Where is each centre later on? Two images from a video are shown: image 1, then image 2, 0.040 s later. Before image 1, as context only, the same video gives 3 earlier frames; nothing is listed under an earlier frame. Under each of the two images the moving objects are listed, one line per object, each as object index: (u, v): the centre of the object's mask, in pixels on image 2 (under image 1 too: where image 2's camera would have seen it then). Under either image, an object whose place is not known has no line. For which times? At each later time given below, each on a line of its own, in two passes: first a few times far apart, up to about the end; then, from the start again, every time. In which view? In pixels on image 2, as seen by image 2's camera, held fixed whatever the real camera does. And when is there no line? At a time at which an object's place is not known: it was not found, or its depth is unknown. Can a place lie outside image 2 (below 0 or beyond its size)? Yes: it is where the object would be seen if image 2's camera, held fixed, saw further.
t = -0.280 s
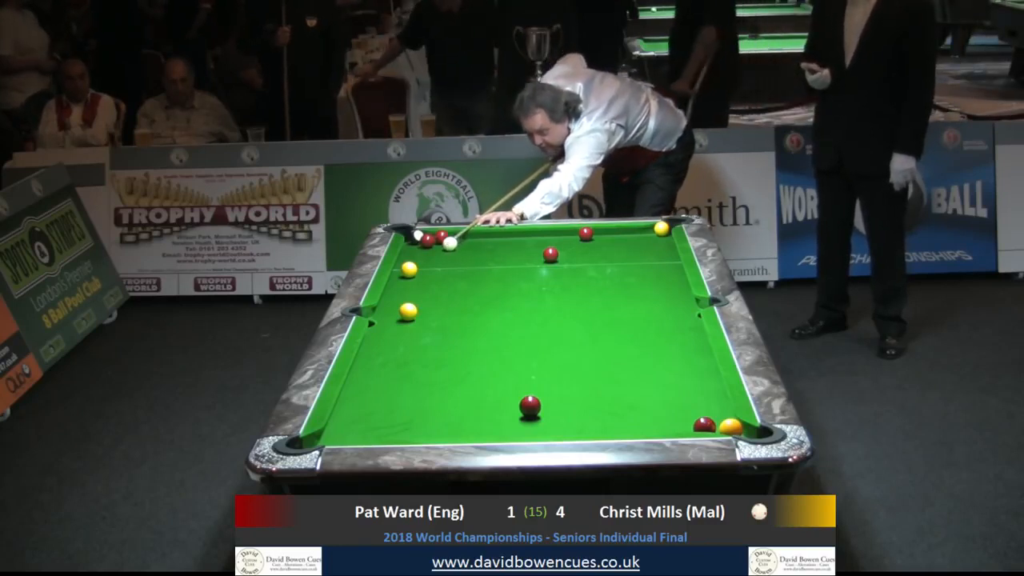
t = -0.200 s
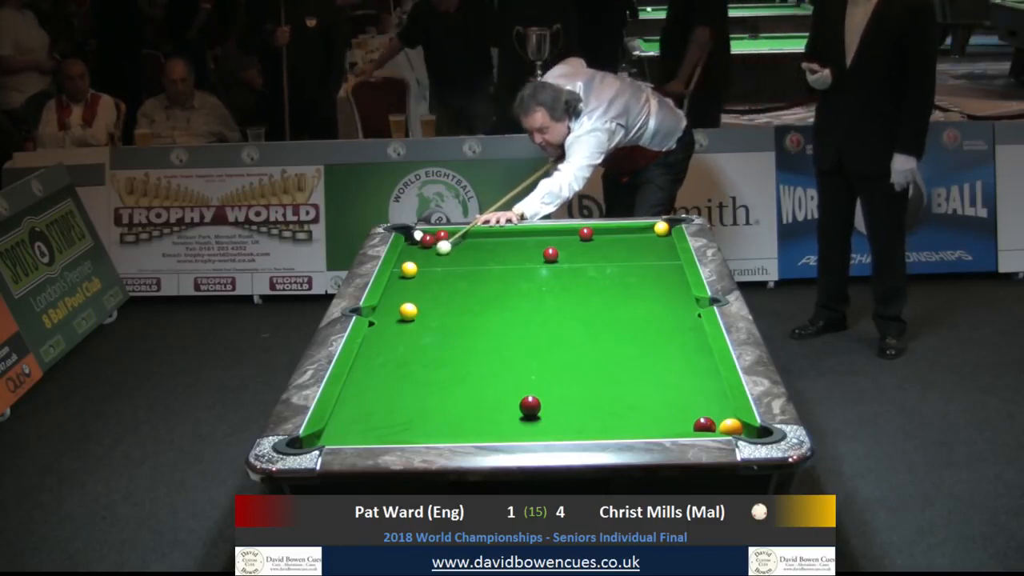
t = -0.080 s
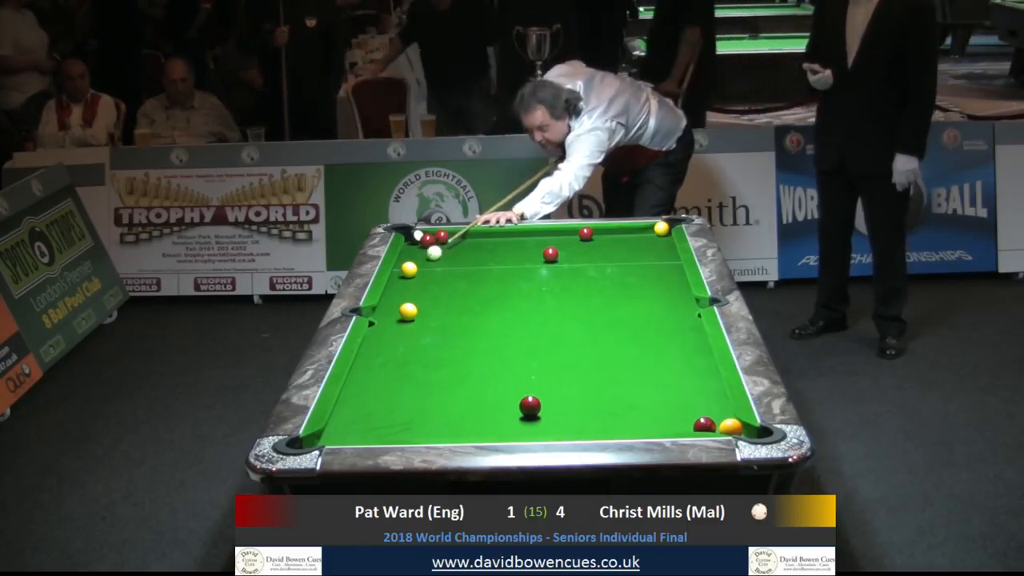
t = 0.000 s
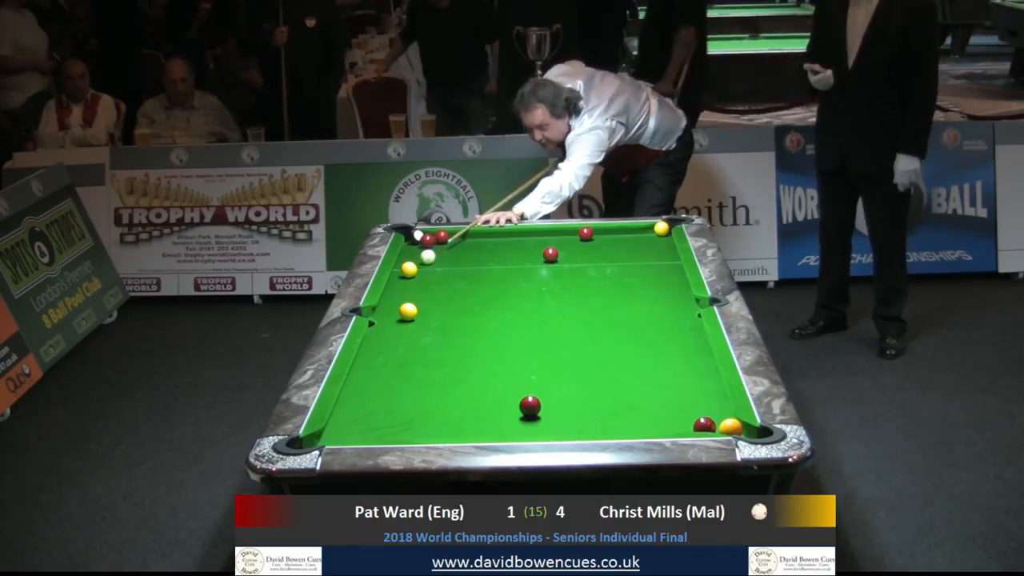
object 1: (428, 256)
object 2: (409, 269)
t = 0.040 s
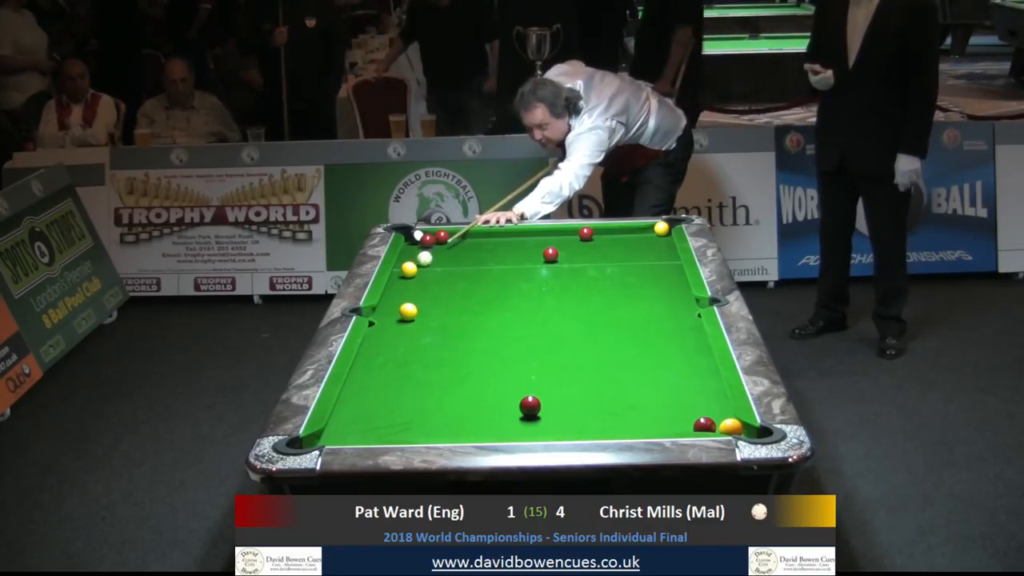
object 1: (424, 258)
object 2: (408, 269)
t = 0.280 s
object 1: (410, 263)
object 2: (405, 273)
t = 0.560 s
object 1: (402, 265)
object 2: (399, 280)
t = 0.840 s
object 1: (406, 267)
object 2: (393, 287)
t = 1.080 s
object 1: (409, 267)
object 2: (393, 291)
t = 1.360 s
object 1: (409, 267)
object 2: (394, 296)
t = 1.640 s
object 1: (409, 267)
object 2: (394, 301)
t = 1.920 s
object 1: (409, 267)
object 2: (394, 305)
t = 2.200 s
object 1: (409, 267)
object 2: (394, 308)
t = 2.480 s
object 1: (410, 267)
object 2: (393, 310)
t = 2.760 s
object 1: (409, 267)
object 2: (391, 310)
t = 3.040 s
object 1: (410, 267)
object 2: (391, 311)
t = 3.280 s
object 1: (410, 267)
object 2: (391, 311)
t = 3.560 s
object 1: (409, 267)
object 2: (391, 311)
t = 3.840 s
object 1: (409, 267)
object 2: (391, 311)
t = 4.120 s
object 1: (409, 267)
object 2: (391, 311)
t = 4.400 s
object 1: (409, 267)
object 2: (391, 311)
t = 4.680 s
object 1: (409, 267)
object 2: (391, 310)
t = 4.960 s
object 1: (409, 267)
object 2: (391, 310)
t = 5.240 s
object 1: (409, 267)
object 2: (391, 310)
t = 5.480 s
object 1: (410, 267)
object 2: (391, 310)
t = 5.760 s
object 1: (409, 267)
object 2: (391, 310)
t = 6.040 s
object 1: (410, 267)
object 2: (391, 310)
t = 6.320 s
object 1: (410, 267)
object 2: (391, 310)
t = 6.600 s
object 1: (410, 267)
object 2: (391, 311)
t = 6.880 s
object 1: (410, 267)
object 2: (391, 311)
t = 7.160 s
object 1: (410, 267)
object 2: (391, 311)
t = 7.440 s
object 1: (410, 267)
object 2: (391, 311)
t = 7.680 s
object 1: (410, 267)
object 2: (391, 311)
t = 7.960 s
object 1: (410, 267)
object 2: (391, 311)
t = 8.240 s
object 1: (410, 267)
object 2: (391, 311)
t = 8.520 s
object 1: (410, 267)
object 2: (391, 311)
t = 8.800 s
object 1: (410, 267)
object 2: (391, 311)
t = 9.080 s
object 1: (410, 267)
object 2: (391, 311)
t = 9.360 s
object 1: (410, 267)
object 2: (391, 311)
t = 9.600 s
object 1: (410, 267)
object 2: (391, 311)
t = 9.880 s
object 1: (410, 267)
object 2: (391, 311)
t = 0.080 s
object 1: (422, 260)
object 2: (408, 269)
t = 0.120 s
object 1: (419, 261)
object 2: (408, 270)
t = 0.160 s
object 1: (416, 261)
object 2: (408, 270)
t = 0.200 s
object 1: (414, 262)
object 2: (407, 271)
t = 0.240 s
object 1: (412, 263)
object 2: (406, 272)
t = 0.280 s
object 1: (410, 263)
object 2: (405, 273)
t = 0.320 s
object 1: (408, 263)
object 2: (405, 274)
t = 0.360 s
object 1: (406, 263)
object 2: (404, 275)
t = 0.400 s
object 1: (404, 264)
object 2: (403, 276)
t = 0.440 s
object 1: (403, 264)
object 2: (402, 277)
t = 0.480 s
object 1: (402, 265)
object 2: (401, 278)
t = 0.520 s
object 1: (401, 265)
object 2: (400, 278)
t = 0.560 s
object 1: (402, 265)
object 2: (399, 280)
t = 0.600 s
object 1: (402, 266)
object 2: (398, 281)
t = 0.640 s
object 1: (403, 267)
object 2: (397, 282)
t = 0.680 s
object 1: (404, 267)
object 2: (396, 283)
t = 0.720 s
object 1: (405, 267)
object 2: (396, 284)
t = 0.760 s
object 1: (405, 267)
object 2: (395, 285)
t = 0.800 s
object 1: (406, 267)
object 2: (394, 286)
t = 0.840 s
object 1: (406, 267)
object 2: (393, 287)
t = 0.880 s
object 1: (407, 267)
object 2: (393, 287)
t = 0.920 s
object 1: (407, 267)
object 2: (393, 288)
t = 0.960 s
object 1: (408, 267)
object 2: (393, 289)
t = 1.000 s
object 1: (408, 267)
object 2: (393, 290)
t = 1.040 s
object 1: (409, 267)
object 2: (393, 291)
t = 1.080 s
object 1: (409, 267)
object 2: (393, 291)
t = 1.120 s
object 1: (409, 267)
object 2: (393, 292)
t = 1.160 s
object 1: (409, 267)
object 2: (394, 293)
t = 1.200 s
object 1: (409, 267)
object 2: (394, 293)
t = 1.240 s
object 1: (409, 267)
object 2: (394, 294)
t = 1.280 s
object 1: (409, 267)
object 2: (394, 295)
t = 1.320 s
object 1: (410, 267)
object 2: (394, 295)
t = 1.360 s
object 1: (409, 267)
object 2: (394, 296)
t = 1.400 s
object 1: (409, 267)
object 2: (394, 297)
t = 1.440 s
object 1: (409, 267)
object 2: (394, 298)
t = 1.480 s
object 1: (409, 267)
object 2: (394, 298)
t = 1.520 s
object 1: (409, 267)
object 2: (394, 299)
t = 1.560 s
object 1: (409, 267)
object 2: (394, 299)
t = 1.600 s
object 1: (409, 267)
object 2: (394, 300)
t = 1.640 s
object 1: (409, 267)
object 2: (394, 301)
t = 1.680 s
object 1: (409, 267)
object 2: (394, 301)
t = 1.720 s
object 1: (409, 267)
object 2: (394, 302)
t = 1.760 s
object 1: (409, 267)
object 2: (394, 303)
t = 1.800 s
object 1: (409, 267)
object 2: (394, 303)
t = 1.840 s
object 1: (409, 267)
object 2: (394, 304)
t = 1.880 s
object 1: (409, 267)
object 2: (394, 304)
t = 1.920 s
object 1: (409, 267)
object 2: (394, 305)
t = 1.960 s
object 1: (409, 267)
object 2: (394, 305)
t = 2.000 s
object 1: (409, 267)
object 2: (395, 306)
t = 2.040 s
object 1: (409, 267)
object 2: (395, 306)
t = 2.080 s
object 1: (409, 267)
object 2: (395, 307)
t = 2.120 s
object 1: (409, 267)
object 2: (395, 307)
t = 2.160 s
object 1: (409, 267)
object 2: (394, 307)
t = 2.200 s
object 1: (409, 267)
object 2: (394, 308)
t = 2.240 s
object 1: (409, 267)
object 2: (394, 308)
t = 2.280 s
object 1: (409, 267)
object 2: (394, 309)
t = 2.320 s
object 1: (409, 267)
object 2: (394, 309)
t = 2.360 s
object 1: (409, 267)
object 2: (394, 309)
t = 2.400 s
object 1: (409, 267)
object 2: (393, 309)
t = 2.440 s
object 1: (409, 267)
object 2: (393, 309)
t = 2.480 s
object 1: (410, 267)
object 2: (393, 310)
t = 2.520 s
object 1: (409, 267)
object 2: (392, 310)
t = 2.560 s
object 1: (410, 267)
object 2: (392, 310)
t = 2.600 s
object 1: (409, 267)
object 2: (392, 310)
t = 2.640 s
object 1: (410, 267)
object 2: (392, 310)
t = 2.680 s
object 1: (409, 267)
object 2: (391, 310)
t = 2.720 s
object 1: (410, 267)
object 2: (391, 310)
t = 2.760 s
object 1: (409, 267)
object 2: (391, 310)
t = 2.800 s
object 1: (410, 267)
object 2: (391, 310)
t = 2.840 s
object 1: (410, 267)
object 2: (391, 311)
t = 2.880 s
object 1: (410, 267)
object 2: (391, 311)
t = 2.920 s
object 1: (410, 267)
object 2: (391, 311)
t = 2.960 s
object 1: (410, 267)
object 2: (391, 311)
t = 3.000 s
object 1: (410, 267)
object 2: (391, 311)
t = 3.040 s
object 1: (410, 267)
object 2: (391, 311)
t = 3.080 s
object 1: (409, 267)
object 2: (391, 311)
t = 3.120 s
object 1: (409, 267)
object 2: (391, 310)
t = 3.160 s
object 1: (410, 267)
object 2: (391, 310)
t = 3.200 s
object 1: (410, 267)
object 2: (391, 310)
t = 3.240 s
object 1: (410, 267)
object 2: (391, 311)
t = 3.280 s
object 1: (410, 267)
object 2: (391, 311)
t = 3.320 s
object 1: (410, 267)
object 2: (391, 311)
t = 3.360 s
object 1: (410, 267)
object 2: (391, 311)
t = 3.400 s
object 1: (410, 267)
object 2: (391, 311)
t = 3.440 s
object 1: (409, 267)
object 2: (391, 311)
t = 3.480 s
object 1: (409, 267)
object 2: (391, 311)
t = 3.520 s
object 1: (410, 267)
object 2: (391, 311)
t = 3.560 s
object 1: (409, 267)
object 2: (391, 311)
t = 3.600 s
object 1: (410, 267)
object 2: (391, 311)
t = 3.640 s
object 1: (409, 267)
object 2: (391, 311)
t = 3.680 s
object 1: (409, 267)
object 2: (391, 311)
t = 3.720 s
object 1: (409, 267)
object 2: (391, 311)
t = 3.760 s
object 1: (409, 267)
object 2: (391, 311)
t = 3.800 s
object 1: (409, 267)
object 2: (391, 311)
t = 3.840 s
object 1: (409, 267)
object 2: (391, 311)
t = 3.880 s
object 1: (409, 267)
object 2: (391, 311)
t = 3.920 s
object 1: (409, 267)
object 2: (391, 311)
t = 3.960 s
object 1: (409, 267)
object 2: (391, 311)
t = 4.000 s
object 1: (410, 267)
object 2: (391, 311)
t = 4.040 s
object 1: (409, 267)
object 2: (391, 311)
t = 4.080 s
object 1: (409, 267)
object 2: (391, 311)
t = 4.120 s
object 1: (409, 267)
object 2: (391, 311)
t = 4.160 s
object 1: (409, 267)
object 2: (391, 311)
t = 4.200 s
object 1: (409, 267)
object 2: (391, 311)
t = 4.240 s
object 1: (410, 267)
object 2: (391, 311)
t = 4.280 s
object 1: (409, 267)
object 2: (391, 311)
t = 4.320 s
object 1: (409, 267)
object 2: (391, 311)
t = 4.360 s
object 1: (409, 267)
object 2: (391, 310)
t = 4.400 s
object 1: (409, 267)
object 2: (391, 311)
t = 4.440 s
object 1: (409, 267)
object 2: (391, 310)
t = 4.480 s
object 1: (409, 267)
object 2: (391, 310)
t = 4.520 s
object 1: (409, 267)
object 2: (391, 310)
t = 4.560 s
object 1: (409, 267)
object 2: (391, 310)
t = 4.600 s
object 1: (409, 267)
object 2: (391, 310)
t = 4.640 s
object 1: (409, 267)
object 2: (391, 310)
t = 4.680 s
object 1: (409, 267)
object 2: (391, 310)
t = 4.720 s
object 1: (409, 267)
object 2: (391, 310)
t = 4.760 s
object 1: (409, 267)
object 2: (391, 310)
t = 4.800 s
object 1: (409, 267)
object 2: (391, 310)
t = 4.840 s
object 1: (409, 267)
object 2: (391, 310)
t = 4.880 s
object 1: (409, 267)
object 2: (391, 310)
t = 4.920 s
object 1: (410, 267)
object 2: (391, 310)
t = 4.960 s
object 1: (409, 267)
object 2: (391, 310)
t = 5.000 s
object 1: (410, 267)
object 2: (391, 310)
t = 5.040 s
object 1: (409, 267)
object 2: (391, 310)
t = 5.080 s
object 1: (409, 267)
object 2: (391, 310)
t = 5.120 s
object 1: (409, 267)
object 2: (391, 310)
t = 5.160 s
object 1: (409, 267)
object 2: (391, 310)
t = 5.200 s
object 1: (409, 267)
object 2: (391, 310)
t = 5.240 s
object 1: (409, 267)
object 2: (391, 310)
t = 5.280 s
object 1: (409, 267)
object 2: (391, 310)
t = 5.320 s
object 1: (409, 267)
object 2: (391, 310)
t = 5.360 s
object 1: (409, 267)
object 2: (391, 310)
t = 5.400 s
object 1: (410, 267)
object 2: (391, 310)
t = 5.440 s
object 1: (410, 267)
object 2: (391, 310)
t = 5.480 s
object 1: (410, 267)
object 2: (391, 310)
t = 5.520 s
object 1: (409, 267)
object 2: (391, 310)
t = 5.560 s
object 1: (409, 267)
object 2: (391, 310)
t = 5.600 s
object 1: (410, 267)
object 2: (391, 310)
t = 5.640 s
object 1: (409, 267)
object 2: (391, 310)
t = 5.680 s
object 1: (410, 267)
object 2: (391, 310)
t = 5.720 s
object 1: (410, 267)
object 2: (391, 310)
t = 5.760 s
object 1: (409, 267)
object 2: (391, 310)
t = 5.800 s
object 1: (410, 267)
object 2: (391, 310)
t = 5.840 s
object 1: (410, 267)
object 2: (391, 310)
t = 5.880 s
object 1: (410, 267)
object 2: (391, 310)
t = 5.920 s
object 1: (410, 267)
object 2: (391, 310)
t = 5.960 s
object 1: (410, 267)
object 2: (391, 310)
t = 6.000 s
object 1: (409, 267)
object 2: (391, 310)
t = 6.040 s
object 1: (410, 267)
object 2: (391, 310)
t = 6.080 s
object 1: (410, 267)
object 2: (391, 310)
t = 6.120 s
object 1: (410, 267)
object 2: (391, 310)
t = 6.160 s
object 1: (410, 267)
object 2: (391, 310)
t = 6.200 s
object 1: (410, 267)
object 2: (391, 310)
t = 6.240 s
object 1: (410, 267)
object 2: (391, 310)
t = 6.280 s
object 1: (410, 267)
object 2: (391, 310)
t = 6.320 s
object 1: (410, 267)
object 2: (391, 310)
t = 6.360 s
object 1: (409, 267)
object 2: (391, 310)
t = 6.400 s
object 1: (410, 267)
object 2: (391, 311)
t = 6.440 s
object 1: (410, 267)
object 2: (391, 311)
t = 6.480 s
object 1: (410, 267)
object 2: (391, 311)
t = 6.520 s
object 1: (410, 267)
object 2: (391, 311)
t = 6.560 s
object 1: (410, 267)
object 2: (391, 311)
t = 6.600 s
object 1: (410, 267)
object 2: (391, 311)
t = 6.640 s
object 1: (410, 267)
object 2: (391, 311)
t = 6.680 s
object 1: (410, 267)
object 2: (391, 311)
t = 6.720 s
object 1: (410, 267)
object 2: (391, 311)
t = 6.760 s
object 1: (410, 267)
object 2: (391, 311)
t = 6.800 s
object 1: (410, 267)
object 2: (391, 311)
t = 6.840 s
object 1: (410, 267)
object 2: (391, 311)
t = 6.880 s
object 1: (410, 267)
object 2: (391, 311)
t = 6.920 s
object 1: (410, 267)
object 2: (391, 311)
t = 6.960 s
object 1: (410, 267)
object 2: (391, 311)
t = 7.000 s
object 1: (410, 267)
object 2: (391, 311)
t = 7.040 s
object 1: (410, 267)
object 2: (391, 311)
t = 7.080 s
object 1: (410, 267)
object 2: (391, 311)
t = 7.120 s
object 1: (410, 267)
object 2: (391, 311)
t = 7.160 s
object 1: (410, 267)
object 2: (391, 311)
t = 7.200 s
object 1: (410, 267)
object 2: (391, 311)
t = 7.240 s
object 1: (410, 267)
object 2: (391, 311)
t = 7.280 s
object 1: (410, 267)
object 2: (391, 311)
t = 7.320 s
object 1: (410, 267)
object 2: (391, 311)
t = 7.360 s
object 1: (410, 267)
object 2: (391, 311)
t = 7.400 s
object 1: (410, 267)
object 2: (391, 311)
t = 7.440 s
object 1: (410, 267)
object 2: (391, 311)
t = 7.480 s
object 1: (410, 267)
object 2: (391, 311)
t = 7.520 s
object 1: (410, 267)
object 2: (391, 311)
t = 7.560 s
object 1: (410, 267)
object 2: (391, 311)
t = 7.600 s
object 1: (410, 267)
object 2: (391, 311)
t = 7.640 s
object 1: (410, 267)
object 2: (391, 311)
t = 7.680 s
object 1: (410, 267)
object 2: (391, 311)
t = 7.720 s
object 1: (410, 267)
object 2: (391, 311)
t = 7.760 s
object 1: (410, 267)
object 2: (391, 311)
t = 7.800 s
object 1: (410, 267)
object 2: (391, 311)
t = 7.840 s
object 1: (410, 267)
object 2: (391, 311)
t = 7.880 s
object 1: (410, 267)
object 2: (391, 311)
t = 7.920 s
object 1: (410, 267)
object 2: (391, 311)
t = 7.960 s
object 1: (410, 267)
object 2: (391, 311)
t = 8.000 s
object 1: (410, 267)
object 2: (391, 311)
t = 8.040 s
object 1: (410, 267)
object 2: (391, 311)
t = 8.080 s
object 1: (410, 267)
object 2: (391, 311)
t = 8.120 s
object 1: (410, 267)
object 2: (391, 311)
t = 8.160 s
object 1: (410, 267)
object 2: (391, 311)
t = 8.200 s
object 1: (410, 267)
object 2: (391, 311)
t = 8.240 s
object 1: (410, 267)
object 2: (391, 311)
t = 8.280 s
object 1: (410, 267)
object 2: (391, 311)
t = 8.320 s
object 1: (410, 267)
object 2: (391, 311)
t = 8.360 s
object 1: (410, 267)
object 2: (391, 311)
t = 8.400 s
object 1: (410, 267)
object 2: (391, 311)
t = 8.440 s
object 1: (410, 267)
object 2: (391, 311)
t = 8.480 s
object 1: (410, 267)
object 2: (391, 311)
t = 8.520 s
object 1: (410, 267)
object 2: (391, 311)
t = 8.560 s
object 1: (410, 267)
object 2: (391, 311)
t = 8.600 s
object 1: (410, 267)
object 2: (391, 311)
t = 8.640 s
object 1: (410, 267)
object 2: (391, 311)
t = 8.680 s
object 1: (410, 267)
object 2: (391, 311)
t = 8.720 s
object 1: (410, 267)
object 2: (391, 311)
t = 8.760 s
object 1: (410, 267)
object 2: (391, 311)
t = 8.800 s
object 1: (410, 267)
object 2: (391, 311)
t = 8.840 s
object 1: (410, 267)
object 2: (391, 311)
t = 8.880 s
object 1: (410, 267)
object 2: (391, 311)
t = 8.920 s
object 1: (410, 267)
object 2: (391, 311)
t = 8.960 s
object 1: (410, 267)
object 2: (391, 311)
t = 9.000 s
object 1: (410, 267)
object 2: (391, 311)
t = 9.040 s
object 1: (410, 267)
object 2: (391, 311)
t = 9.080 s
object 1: (410, 267)
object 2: (391, 311)
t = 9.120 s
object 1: (410, 267)
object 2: (391, 311)
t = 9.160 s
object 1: (410, 267)
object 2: (391, 311)
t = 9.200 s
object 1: (410, 267)
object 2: (391, 311)
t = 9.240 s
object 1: (410, 267)
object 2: (391, 311)
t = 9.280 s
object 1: (410, 267)
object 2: (391, 311)
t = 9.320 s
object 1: (410, 267)
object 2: (391, 311)
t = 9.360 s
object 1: (410, 267)
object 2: (391, 311)
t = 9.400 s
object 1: (410, 267)
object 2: (391, 311)
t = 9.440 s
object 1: (410, 267)
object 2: (391, 311)
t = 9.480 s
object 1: (410, 267)
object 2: (391, 311)
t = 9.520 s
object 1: (410, 267)
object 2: (391, 311)
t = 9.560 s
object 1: (410, 267)
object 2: (391, 311)
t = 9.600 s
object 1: (410, 267)
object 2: (391, 311)
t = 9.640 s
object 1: (410, 267)
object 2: (391, 311)
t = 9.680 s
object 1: (410, 267)
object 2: (391, 311)
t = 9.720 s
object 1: (410, 267)
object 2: (391, 311)
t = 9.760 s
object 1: (410, 267)
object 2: (391, 311)
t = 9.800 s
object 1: (410, 267)
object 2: (391, 311)
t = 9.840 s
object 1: (410, 267)
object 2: (391, 311)
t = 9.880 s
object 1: (410, 267)
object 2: (391, 311)
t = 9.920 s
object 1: (410, 267)
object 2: (391, 311)
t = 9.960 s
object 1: (410, 267)
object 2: (391, 311)
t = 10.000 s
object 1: (410, 267)
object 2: (391, 311)
